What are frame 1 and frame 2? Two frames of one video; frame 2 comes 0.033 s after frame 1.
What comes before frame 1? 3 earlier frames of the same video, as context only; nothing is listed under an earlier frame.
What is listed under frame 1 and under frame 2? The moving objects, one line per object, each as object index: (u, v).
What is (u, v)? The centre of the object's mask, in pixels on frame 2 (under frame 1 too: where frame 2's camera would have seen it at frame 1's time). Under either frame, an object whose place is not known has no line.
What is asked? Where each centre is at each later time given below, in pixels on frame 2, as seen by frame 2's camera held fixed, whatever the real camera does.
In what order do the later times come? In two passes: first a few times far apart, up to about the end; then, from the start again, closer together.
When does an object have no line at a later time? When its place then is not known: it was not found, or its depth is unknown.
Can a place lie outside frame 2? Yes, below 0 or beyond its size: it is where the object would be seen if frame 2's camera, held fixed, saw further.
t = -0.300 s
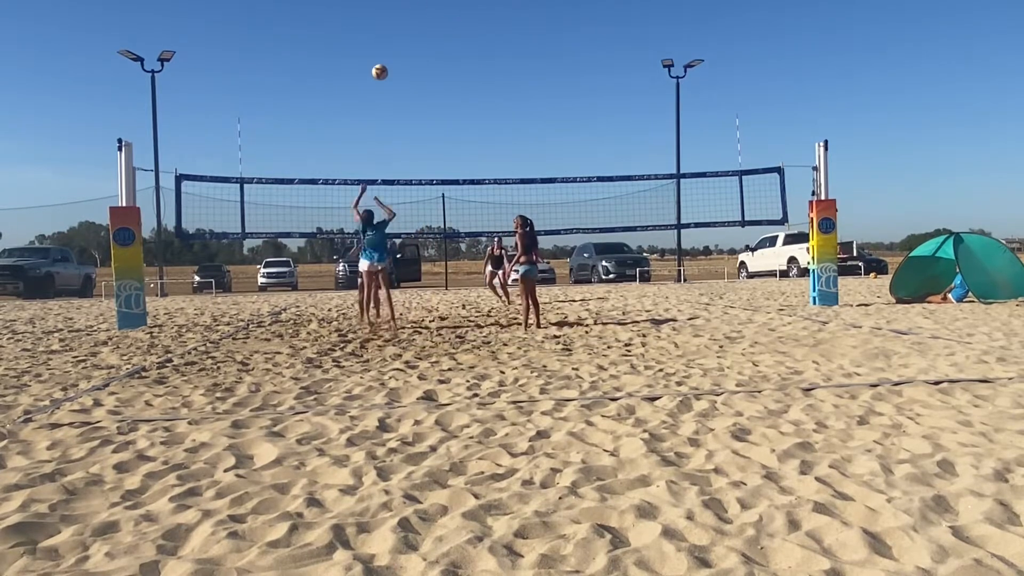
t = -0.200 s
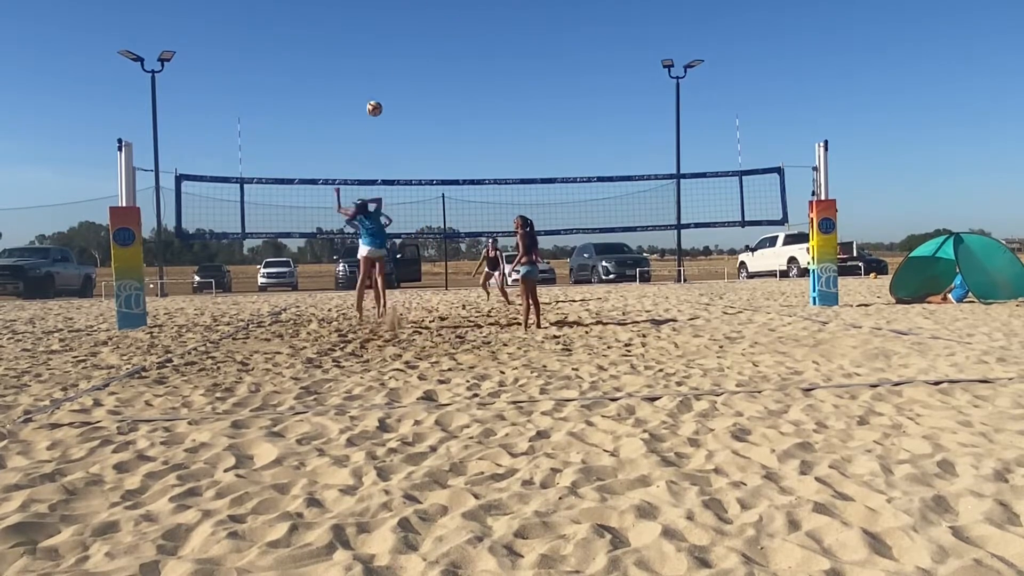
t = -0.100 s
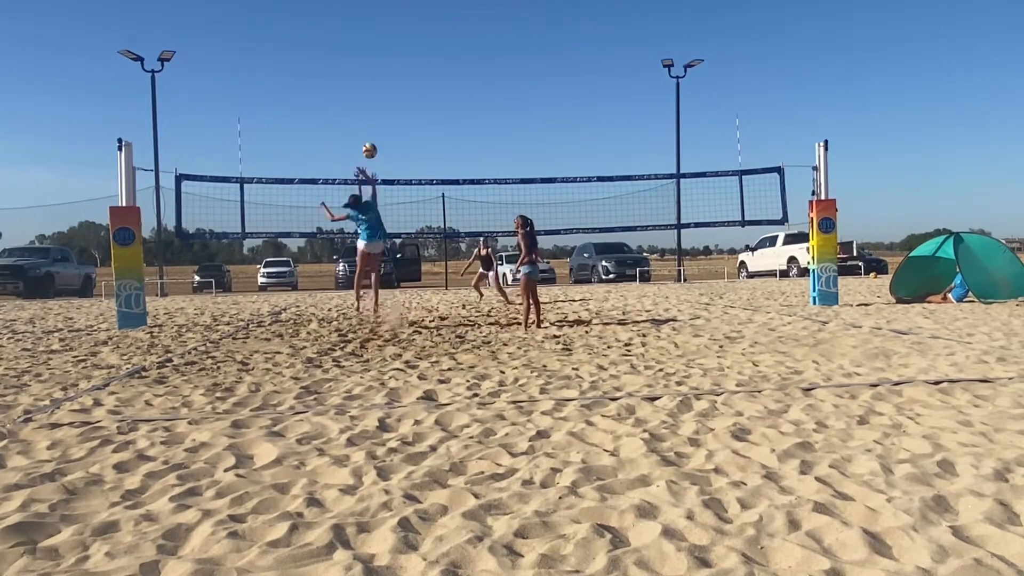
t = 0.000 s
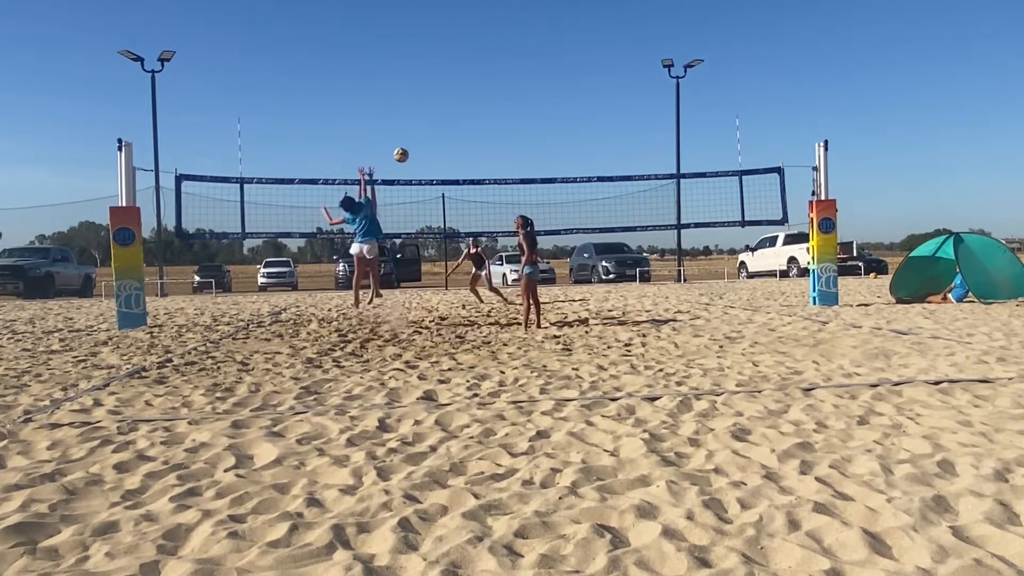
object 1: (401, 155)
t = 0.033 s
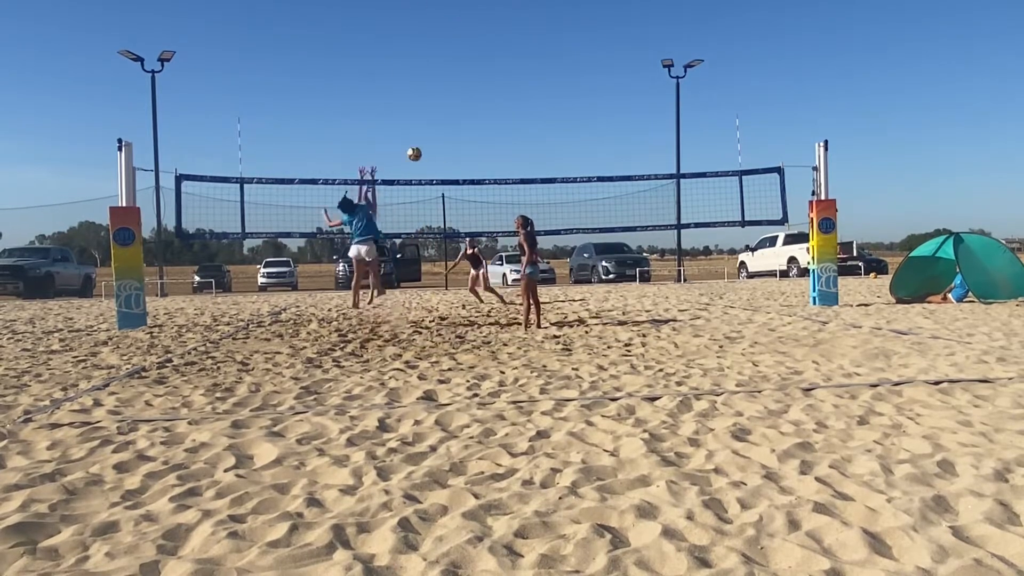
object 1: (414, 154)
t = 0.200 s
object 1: (473, 160)
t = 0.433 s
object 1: (539, 193)
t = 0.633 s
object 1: (584, 238)
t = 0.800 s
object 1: (615, 283)
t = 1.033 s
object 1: (641, 272)
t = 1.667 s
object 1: (694, 279)
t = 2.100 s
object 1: (723, 281)
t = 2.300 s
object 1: (732, 278)
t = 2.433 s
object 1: (736, 278)
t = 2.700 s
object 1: (747, 280)
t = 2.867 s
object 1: (752, 279)
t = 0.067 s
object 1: (427, 154)
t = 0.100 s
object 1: (439, 154)
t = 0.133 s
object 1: (451, 156)
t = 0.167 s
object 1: (462, 157)
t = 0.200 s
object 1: (473, 160)
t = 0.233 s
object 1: (484, 163)
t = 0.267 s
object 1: (494, 167)
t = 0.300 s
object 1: (504, 171)
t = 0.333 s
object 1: (513, 175)
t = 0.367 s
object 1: (523, 181)
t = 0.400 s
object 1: (531, 188)
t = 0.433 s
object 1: (539, 193)
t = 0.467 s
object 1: (547, 199)
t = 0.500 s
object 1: (555, 207)
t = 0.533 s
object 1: (563, 214)
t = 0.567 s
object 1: (570, 221)
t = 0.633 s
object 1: (584, 238)
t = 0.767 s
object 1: (609, 274)
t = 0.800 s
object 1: (615, 283)
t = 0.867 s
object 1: (625, 290)
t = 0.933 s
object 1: (632, 281)
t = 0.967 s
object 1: (635, 277)
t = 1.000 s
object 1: (637, 275)
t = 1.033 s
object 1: (641, 272)
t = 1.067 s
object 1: (644, 271)
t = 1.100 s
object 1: (647, 270)
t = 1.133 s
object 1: (651, 269)
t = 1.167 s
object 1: (653, 270)
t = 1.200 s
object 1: (656, 270)
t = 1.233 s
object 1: (659, 271)
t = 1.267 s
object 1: (662, 273)
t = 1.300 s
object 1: (664, 274)
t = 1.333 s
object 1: (667, 276)
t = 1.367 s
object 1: (670, 279)
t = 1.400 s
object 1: (673, 282)
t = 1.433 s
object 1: (676, 286)
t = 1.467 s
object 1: (679, 285)
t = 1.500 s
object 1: (681, 282)
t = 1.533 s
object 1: (683, 281)
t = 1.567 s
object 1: (686, 280)
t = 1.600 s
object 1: (688, 279)
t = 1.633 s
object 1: (691, 279)
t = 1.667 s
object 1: (694, 279)
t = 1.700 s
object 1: (697, 279)
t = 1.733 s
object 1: (699, 281)
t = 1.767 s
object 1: (702, 282)
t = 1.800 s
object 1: (704, 284)
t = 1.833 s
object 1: (707, 285)
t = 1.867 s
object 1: (710, 284)
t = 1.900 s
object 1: (712, 283)
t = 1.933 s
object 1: (713, 283)
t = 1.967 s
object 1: (716, 283)
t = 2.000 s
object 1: (718, 282)
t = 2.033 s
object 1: (720, 281)
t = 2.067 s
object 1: (721, 281)
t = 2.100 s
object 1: (723, 281)
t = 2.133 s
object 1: (725, 281)
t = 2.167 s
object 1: (727, 282)
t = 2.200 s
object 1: (729, 282)
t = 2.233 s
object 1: (729, 280)
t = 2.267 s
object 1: (730, 279)
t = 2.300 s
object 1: (732, 278)
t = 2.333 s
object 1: (732, 278)
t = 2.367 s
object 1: (734, 278)
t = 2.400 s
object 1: (735, 277)
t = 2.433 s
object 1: (736, 278)
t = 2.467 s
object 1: (738, 278)
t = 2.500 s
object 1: (740, 280)
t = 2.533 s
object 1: (742, 280)
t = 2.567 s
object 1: (742, 279)
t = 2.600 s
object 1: (744, 280)
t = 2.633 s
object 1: (745, 280)
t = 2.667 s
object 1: (746, 280)
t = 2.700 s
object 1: (747, 280)
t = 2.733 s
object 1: (748, 279)
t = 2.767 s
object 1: (749, 279)
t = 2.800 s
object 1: (750, 279)
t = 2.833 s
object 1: (751, 280)
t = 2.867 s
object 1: (752, 279)
